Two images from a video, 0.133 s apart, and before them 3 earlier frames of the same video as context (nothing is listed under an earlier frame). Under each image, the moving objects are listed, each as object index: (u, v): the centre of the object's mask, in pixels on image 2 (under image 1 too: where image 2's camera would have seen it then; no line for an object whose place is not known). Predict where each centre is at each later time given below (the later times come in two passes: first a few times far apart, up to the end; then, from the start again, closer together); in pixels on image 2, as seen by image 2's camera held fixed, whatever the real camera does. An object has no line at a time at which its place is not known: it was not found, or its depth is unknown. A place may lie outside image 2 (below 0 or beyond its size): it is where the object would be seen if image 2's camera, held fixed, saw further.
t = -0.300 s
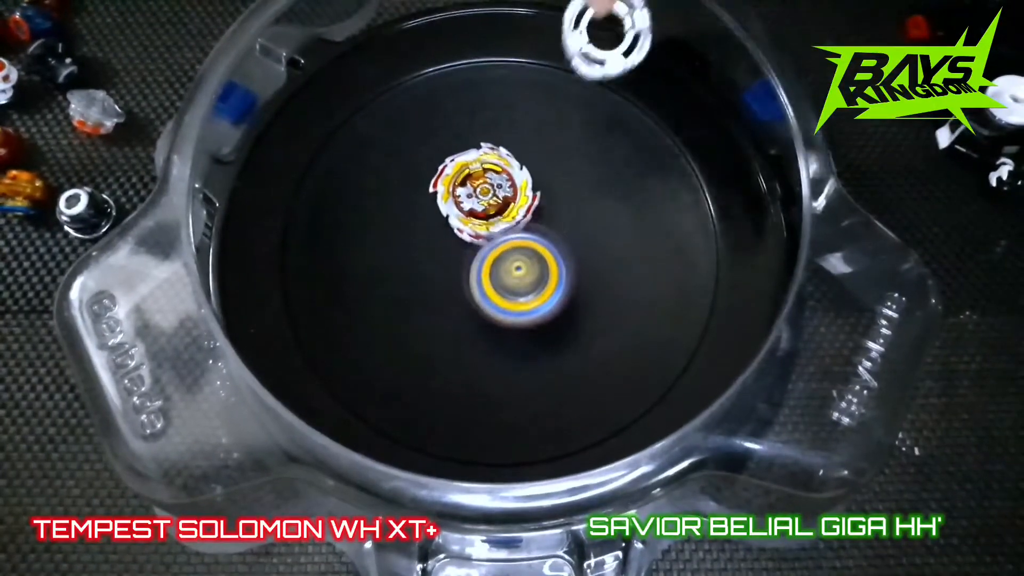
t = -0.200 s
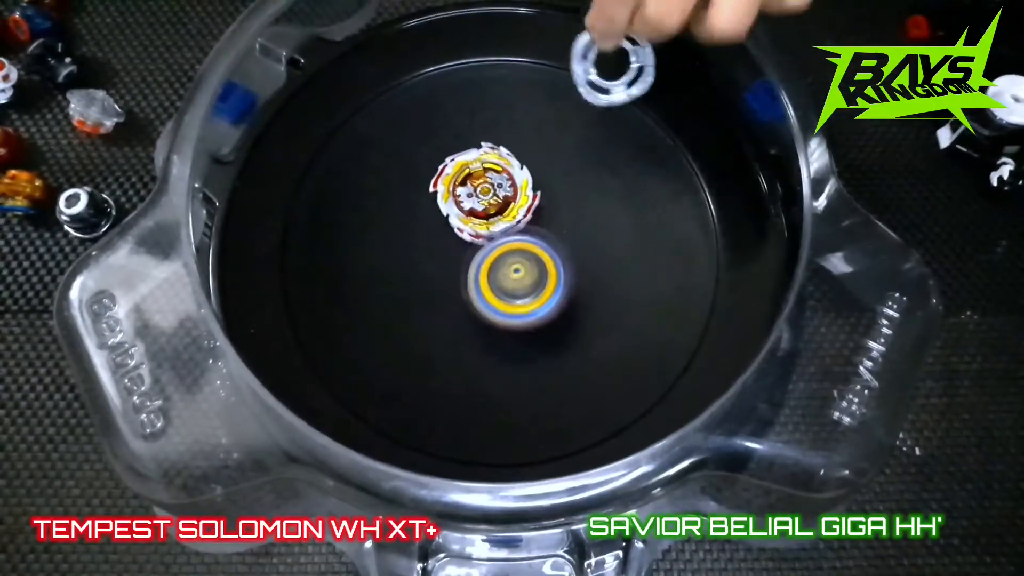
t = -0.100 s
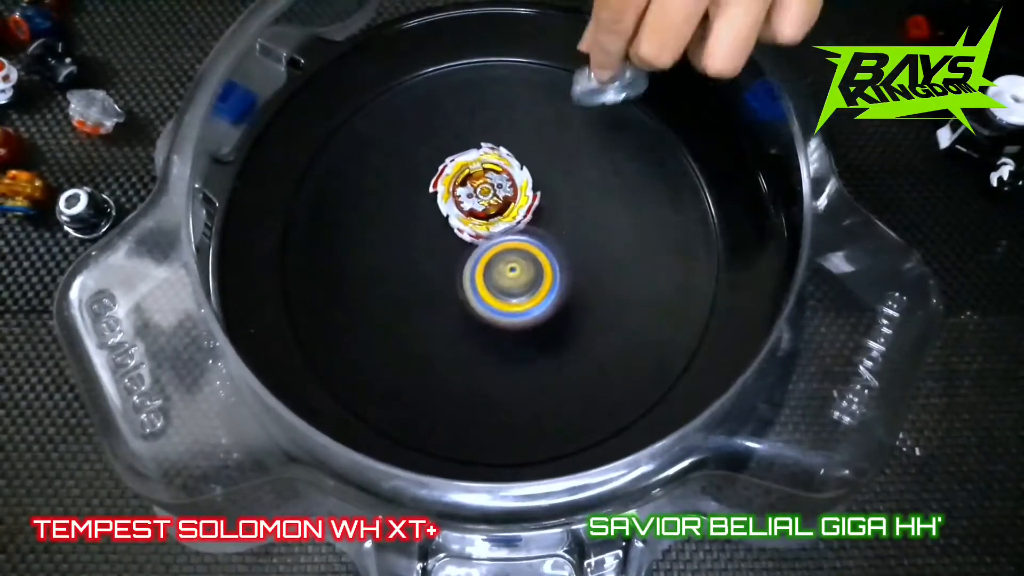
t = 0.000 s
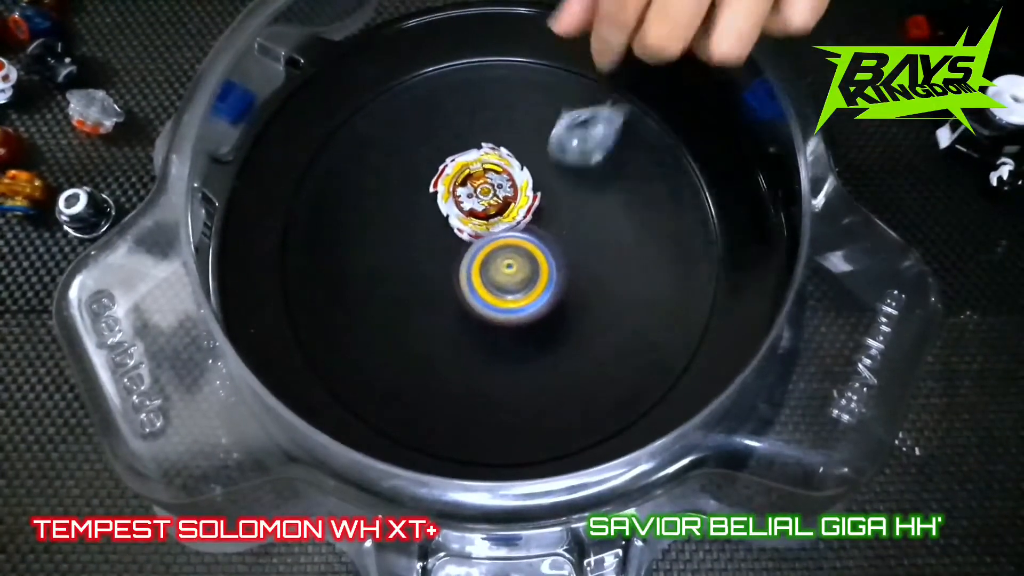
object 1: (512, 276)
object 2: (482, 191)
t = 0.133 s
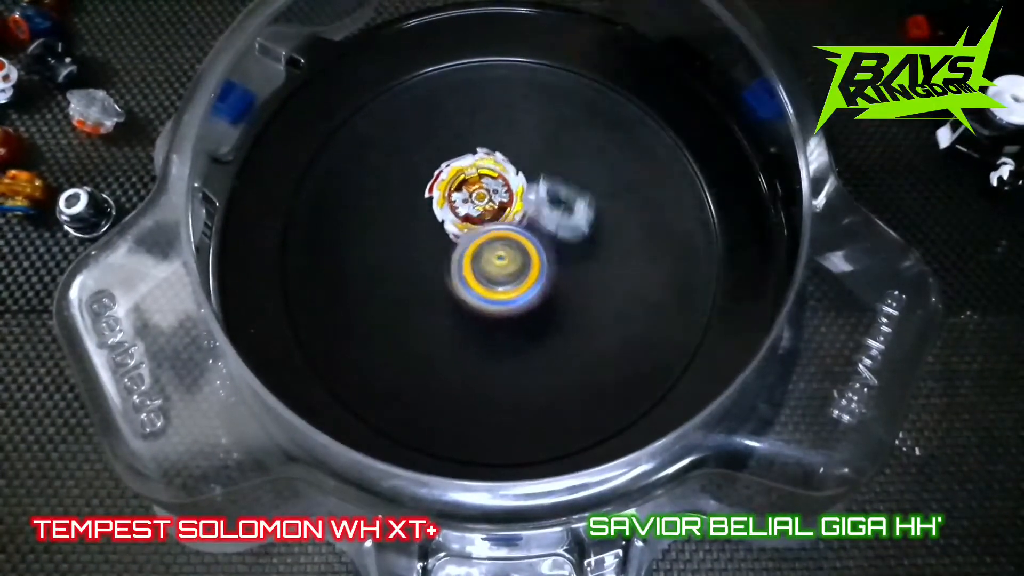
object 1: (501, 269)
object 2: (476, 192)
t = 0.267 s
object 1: (395, 297)
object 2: (477, 201)
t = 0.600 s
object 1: (407, 287)
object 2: (461, 196)
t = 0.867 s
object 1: (443, 255)
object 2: (472, 174)
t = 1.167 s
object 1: (470, 238)
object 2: (476, 165)
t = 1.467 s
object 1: (494, 235)
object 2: (474, 166)
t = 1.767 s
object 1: (494, 246)
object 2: (475, 168)
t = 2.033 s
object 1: (501, 238)
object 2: (477, 160)
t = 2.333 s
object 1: (507, 241)
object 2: (477, 162)
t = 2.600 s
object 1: (507, 231)
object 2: (479, 159)
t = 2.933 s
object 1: (544, 220)
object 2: (479, 164)
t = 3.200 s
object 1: (541, 218)
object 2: (478, 164)
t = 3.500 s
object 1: (532, 221)
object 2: (477, 162)
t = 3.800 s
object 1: (527, 233)
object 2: (479, 164)
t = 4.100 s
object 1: (517, 241)
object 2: (478, 163)
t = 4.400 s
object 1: (529, 248)
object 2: (479, 165)
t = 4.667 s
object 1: (525, 254)
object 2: (479, 162)
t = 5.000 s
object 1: (525, 267)
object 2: (479, 163)
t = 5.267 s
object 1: (507, 259)
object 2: (479, 161)
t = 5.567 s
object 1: (523, 254)
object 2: (478, 160)
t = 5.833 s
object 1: (525, 247)
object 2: (478, 160)
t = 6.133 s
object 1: (523, 248)
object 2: (478, 160)
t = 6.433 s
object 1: (524, 246)
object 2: (477, 159)
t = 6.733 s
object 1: (525, 244)
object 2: (476, 158)
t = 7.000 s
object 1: (523, 239)
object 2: (475, 158)
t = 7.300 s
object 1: (519, 240)
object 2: (475, 157)
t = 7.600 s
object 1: (520, 235)
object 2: (474, 157)
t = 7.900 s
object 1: (520, 240)
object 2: (473, 156)
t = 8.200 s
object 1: (516, 239)
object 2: (474, 156)
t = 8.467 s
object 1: (517, 242)
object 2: (474, 156)
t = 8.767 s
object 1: (512, 241)
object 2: (474, 156)
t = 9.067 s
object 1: (514, 236)
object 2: (473, 155)
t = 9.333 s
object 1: (513, 237)
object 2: (473, 154)
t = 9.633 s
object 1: (506, 244)
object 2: (473, 155)
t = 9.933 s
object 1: (505, 242)
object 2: (474, 156)
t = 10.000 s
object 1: (513, 244)
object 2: (473, 155)
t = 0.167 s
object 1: (475, 276)
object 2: (477, 195)
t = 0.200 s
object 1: (442, 286)
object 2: (476, 198)
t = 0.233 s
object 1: (417, 290)
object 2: (476, 201)
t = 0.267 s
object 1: (395, 297)
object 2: (477, 201)
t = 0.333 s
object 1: (367, 306)
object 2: (477, 202)
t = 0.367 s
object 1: (360, 309)
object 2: (477, 202)
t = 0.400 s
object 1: (359, 310)
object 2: (476, 202)
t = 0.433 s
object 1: (361, 310)
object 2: (476, 201)
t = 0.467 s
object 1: (366, 308)
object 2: (477, 202)
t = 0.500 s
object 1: (373, 305)
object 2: (477, 202)
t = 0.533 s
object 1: (382, 301)
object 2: (477, 202)
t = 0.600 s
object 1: (407, 287)
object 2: (461, 196)
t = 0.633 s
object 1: (418, 281)
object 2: (453, 191)
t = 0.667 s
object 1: (425, 273)
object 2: (452, 191)
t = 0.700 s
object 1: (428, 263)
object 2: (453, 188)
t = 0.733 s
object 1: (431, 257)
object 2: (455, 184)
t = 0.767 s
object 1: (433, 256)
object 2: (459, 179)
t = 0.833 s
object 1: (439, 256)
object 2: (469, 174)
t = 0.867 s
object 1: (443, 255)
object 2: (472, 174)
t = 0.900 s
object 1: (447, 254)
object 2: (473, 174)
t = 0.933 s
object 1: (452, 252)
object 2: (473, 173)
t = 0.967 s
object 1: (456, 249)
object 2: (474, 171)
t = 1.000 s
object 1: (460, 244)
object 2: (474, 170)
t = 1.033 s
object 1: (463, 241)
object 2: (474, 168)
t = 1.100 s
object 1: (467, 240)
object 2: (477, 166)
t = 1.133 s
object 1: (469, 238)
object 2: (476, 165)
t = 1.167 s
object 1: (470, 238)
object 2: (476, 165)
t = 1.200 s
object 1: (473, 238)
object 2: (476, 165)
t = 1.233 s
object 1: (477, 238)
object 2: (476, 165)
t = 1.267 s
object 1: (481, 237)
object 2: (475, 165)
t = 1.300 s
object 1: (484, 236)
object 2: (475, 165)
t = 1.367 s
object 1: (490, 236)
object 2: (474, 165)
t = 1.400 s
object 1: (492, 236)
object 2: (474, 166)
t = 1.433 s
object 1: (494, 235)
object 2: (474, 166)
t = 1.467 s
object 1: (494, 235)
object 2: (474, 166)
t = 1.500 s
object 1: (494, 236)
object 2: (474, 166)
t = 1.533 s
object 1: (495, 238)
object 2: (474, 167)
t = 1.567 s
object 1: (496, 241)
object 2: (474, 168)
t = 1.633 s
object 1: (497, 242)
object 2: (473, 169)
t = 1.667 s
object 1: (497, 240)
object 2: (474, 168)
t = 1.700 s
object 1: (496, 241)
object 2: (475, 167)
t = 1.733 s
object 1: (495, 243)
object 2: (475, 167)
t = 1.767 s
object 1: (494, 246)
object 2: (475, 168)
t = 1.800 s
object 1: (494, 248)
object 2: (475, 169)
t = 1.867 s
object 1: (494, 252)
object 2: (476, 170)
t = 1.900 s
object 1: (497, 243)
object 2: (476, 168)
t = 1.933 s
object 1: (499, 237)
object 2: (476, 165)
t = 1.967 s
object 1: (500, 236)
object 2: (477, 161)
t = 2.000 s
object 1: (501, 237)
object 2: (479, 161)
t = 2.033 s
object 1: (501, 238)
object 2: (477, 160)
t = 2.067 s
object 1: (501, 238)
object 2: (477, 160)
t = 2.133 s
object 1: (499, 242)
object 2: (477, 161)
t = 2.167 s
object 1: (498, 246)
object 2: (477, 162)
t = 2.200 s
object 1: (498, 250)
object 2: (478, 163)
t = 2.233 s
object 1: (497, 252)
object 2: (478, 163)
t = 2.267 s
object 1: (497, 254)
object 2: (478, 164)
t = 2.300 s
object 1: (501, 249)
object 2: (478, 163)
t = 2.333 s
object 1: (507, 241)
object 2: (477, 162)
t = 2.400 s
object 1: (513, 230)
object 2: (477, 160)
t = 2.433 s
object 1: (514, 226)
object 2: (476, 159)
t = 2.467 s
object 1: (512, 225)
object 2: (476, 158)
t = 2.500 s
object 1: (510, 225)
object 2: (477, 157)
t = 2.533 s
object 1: (508, 226)
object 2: (478, 157)
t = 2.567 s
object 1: (507, 229)
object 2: (479, 158)
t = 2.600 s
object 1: (507, 231)
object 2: (479, 159)
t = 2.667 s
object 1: (520, 232)
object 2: (479, 161)
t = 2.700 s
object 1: (530, 227)
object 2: (478, 162)
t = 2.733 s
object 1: (541, 224)
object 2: (479, 164)
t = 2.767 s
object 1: (546, 223)
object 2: (479, 165)
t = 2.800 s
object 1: (548, 222)
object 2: (479, 165)
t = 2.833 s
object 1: (549, 221)
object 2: (479, 165)
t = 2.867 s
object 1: (547, 220)
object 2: (479, 165)
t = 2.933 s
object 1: (544, 220)
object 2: (479, 164)
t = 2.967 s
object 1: (544, 219)
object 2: (478, 164)
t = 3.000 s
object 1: (543, 218)
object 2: (478, 164)
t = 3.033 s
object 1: (543, 217)
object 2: (478, 164)
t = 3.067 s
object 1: (544, 216)
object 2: (478, 164)
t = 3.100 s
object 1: (544, 216)
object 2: (478, 164)
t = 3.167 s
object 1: (544, 217)
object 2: (478, 164)
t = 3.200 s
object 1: (541, 218)
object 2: (478, 164)
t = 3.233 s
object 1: (541, 219)
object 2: (478, 164)
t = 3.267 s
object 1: (544, 218)
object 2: (478, 165)
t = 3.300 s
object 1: (545, 218)
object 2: (479, 165)
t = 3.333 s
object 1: (545, 218)
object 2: (478, 165)
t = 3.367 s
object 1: (542, 219)
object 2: (478, 164)
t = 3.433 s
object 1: (532, 219)
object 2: (477, 162)
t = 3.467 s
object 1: (529, 220)
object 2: (477, 161)
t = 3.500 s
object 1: (532, 221)
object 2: (477, 162)
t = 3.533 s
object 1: (538, 222)
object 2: (478, 163)
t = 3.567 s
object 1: (539, 225)
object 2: (479, 165)
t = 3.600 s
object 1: (538, 227)
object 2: (479, 165)
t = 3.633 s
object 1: (535, 228)
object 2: (479, 164)
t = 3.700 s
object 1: (531, 231)
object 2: (479, 164)
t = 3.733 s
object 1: (530, 232)
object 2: (479, 164)
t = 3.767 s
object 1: (527, 233)
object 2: (479, 164)
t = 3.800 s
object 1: (527, 233)
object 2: (479, 164)
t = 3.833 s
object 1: (524, 235)
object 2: (479, 163)
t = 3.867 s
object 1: (523, 235)
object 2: (479, 163)
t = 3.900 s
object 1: (520, 237)
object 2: (479, 163)
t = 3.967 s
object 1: (517, 238)
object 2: (479, 163)
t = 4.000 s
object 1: (515, 238)
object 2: (479, 163)
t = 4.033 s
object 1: (515, 239)
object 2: (479, 163)
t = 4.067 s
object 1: (515, 240)
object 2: (479, 163)
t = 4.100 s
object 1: (517, 241)
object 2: (478, 163)
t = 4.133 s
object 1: (515, 242)
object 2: (479, 163)
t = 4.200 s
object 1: (515, 242)
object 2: (479, 163)
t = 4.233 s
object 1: (517, 244)
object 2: (479, 163)
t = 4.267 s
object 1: (520, 247)
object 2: (480, 165)
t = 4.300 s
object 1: (522, 247)
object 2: (478, 165)
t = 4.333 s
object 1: (525, 248)
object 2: (480, 166)
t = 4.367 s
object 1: (526, 248)
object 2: (480, 166)
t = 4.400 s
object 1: (529, 248)
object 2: (479, 165)
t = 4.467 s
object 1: (529, 249)
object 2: (480, 163)
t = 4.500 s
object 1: (530, 250)
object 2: (480, 163)
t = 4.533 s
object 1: (530, 249)
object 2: (480, 163)
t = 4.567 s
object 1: (530, 249)
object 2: (480, 163)
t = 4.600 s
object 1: (528, 249)
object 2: (479, 164)
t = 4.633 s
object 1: (527, 250)
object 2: (479, 163)
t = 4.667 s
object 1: (525, 254)
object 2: (479, 162)
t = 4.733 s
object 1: (525, 258)
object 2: (479, 163)
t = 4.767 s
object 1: (528, 262)
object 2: (479, 162)
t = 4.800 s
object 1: (529, 263)
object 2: (479, 162)
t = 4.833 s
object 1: (530, 266)
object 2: (479, 163)
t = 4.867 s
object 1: (530, 267)
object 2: (479, 163)
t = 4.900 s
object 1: (529, 268)
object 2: (479, 163)
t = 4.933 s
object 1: (526, 268)
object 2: (479, 163)
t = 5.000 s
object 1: (525, 267)
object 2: (479, 163)
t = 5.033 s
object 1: (523, 267)
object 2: (479, 162)
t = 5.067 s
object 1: (523, 267)
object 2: (479, 162)
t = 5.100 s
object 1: (509, 261)
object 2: (479, 162)
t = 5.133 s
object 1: (508, 261)
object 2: (479, 162)
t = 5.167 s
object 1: (508, 261)
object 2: (479, 162)
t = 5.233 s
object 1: (508, 259)
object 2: (479, 162)
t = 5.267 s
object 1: (507, 259)
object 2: (479, 161)
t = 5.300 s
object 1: (507, 259)
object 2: (478, 161)
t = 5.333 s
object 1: (507, 259)
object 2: (478, 161)
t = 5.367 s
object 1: (505, 259)
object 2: (478, 161)
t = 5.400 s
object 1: (505, 256)
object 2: (478, 161)
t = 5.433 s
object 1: (506, 256)
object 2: (478, 161)
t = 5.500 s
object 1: (506, 253)
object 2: (478, 161)
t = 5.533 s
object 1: (506, 251)
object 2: (478, 160)
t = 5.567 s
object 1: (523, 254)
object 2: (478, 160)
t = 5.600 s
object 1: (523, 249)
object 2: (478, 160)
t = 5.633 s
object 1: (523, 246)
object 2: (478, 160)
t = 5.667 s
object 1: (525, 244)
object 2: (478, 160)
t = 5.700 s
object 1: (526, 245)
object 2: (478, 160)
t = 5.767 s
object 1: (526, 244)
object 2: (478, 159)
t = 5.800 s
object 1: (527, 245)
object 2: (478, 160)
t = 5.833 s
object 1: (525, 247)
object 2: (478, 160)
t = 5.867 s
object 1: (525, 245)
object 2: (478, 160)
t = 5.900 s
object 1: (526, 244)
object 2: (478, 160)
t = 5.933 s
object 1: (527, 245)
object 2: (478, 160)
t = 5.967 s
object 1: (527, 245)
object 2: (478, 160)
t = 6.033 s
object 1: (527, 244)
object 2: (478, 160)
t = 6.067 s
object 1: (527, 246)
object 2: (478, 160)
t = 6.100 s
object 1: (526, 248)
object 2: (478, 160)
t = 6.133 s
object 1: (523, 248)
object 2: (478, 160)
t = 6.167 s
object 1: (524, 246)
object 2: (478, 160)
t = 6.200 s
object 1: (526, 247)
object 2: (478, 160)
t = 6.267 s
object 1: (523, 246)
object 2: (478, 160)
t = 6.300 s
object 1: (525, 246)
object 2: (477, 159)
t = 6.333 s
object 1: (525, 247)
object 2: (477, 159)
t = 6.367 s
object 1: (524, 245)
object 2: (477, 159)
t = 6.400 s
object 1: (525, 245)
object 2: (477, 159)
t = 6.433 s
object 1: (524, 246)
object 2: (477, 159)
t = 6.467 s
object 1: (524, 245)
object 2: (477, 159)
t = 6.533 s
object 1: (524, 245)
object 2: (477, 159)
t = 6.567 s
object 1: (524, 243)
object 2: (477, 159)
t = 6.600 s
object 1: (525, 242)
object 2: (477, 159)
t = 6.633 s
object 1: (525, 244)
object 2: (477, 159)
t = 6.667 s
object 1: (523, 243)
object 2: (477, 159)
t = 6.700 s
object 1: (523, 241)
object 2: (477, 159)
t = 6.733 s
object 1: (525, 244)
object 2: (476, 158)
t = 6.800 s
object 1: (524, 241)
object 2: (476, 158)
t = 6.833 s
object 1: (525, 240)
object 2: (476, 158)
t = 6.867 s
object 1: (525, 241)
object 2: (476, 158)
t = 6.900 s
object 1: (524, 241)
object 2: (476, 158)
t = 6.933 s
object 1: (522, 239)
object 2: (476, 158)
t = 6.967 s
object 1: (521, 240)
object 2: (476, 158)
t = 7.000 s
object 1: (523, 239)
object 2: (475, 158)
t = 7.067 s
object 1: (522, 239)
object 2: (475, 157)
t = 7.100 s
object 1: (522, 239)
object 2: (475, 158)
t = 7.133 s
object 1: (522, 239)
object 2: (475, 158)
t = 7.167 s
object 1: (522, 239)
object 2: (475, 158)
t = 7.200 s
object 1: (523, 238)
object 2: (475, 157)
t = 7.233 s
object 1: (522, 240)
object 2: (475, 157)
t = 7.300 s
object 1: (519, 240)
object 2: (475, 157)
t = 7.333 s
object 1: (522, 240)
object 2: (475, 157)
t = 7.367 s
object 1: (521, 240)
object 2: (474, 156)
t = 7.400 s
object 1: (518, 239)
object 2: (474, 156)
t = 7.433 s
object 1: (519, 236)
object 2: (474, 157)
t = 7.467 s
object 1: (520, 238)
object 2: (474, 156)
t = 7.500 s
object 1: (521, 240)
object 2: (474, 156)
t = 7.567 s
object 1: (518, 237)
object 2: (474, 157)
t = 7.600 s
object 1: (520, 235)
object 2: (474, 157)
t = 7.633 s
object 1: (523, 236)
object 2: (474, 156)
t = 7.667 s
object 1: (522, 235)
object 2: (474, 156)
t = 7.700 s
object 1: (522, 237)
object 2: (474, 157)
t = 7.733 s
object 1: (522, 237)
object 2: (474, 156)
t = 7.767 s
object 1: (519, 235)
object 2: (474, 156)
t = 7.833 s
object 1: (523, 235)
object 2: (473, 156)
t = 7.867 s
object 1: (523, 239)
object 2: (473, 156)
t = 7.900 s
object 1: (520, 240)
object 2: (473, 156)
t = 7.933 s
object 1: (516, 240)
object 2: (474, 156)
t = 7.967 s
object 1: (514, 239)
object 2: (474, 156)
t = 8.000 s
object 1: (516, 238)
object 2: (474, 156)
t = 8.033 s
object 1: (517, 241)
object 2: (474, 156)
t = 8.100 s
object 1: (514, 241)
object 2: (474, 156)
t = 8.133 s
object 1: (513, 240)
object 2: (474, 156)
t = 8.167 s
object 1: (513, 239)
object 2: (474, 156)
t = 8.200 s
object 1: (516, 239)
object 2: (474, 156)
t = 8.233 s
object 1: (516, 239)
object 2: (474, 156)
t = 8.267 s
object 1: (516, 239)
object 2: (474, 156)
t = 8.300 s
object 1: (514, 242)
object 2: (473, 155)
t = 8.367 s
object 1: (512, 241)
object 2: (474, 156)
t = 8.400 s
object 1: (514, 241)
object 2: (474, 156)
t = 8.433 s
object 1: (515, 242)
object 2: (474, 156)
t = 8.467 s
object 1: (517, 242)
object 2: (474, 156)
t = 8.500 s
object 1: (514, 243)
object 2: (474, 156)
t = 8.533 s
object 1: (511, 243)
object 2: (474, 156)
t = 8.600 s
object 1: (512, 239)
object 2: (474, 156)
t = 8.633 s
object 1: (514, 241)
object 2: (474, 156)
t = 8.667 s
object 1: (513, 242)
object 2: (473, 156)
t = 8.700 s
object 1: (512, 241)
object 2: (474, 155)
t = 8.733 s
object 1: (511, 241)
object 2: (474, 155)
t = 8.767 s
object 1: (512, 241)
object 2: (474, 156)
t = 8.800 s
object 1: (511, 242)
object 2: (474, 156)
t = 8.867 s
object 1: (513, 239)
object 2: (474, 156)
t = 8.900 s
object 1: (515, 241)
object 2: (473, 155)
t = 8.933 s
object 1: (512, 241)
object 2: (474, 155)
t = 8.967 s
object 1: (509, 240)
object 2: (474, 155)
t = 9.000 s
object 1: (509, 238)
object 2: (473, 155)
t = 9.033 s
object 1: (510, 237)
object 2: (473, 155)
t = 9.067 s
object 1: (514, 236)
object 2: (473, 155)
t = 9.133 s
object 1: (513, 239)
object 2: (473, 155)
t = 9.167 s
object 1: (512, 237)
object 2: (473, 155)
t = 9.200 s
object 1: (512, 235)
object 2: (473, 155)
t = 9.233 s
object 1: (514, 236)
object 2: (473, 155)
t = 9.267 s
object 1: (516, 235)
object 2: (473, 155)
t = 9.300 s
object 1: (514, 236)
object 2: (473, 155)
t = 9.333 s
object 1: (513, 237)
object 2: (473, 154)
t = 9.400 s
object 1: (508, 235)
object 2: (473, 155)
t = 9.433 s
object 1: (511, 233)
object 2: (473, 155)
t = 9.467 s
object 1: (514, 232)
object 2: (473, 154)
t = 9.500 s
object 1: (515, 234)
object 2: (473, 155)
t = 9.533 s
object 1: (517, 239)
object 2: (473, 155)
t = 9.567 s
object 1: (513, 242)
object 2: (473, 155)
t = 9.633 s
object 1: (506, 244)
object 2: (473, 155)
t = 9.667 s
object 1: (505, 242)
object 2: (473, 156)
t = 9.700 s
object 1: (507, 243)
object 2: (474, 156)
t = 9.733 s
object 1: (508, 243)
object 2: (474, 156)
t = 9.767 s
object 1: (509, 244)
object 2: (474, 156)
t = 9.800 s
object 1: (510, 247)
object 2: (473, 155)
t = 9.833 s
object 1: (506, 247)
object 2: (474, 156)
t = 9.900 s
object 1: (504, 245)
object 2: (473, 156)
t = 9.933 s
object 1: (505, 242)
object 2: (474, 156)
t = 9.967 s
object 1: (509, 242)
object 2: (473, 156)
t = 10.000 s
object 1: (513, 244)
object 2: (473, 155)
